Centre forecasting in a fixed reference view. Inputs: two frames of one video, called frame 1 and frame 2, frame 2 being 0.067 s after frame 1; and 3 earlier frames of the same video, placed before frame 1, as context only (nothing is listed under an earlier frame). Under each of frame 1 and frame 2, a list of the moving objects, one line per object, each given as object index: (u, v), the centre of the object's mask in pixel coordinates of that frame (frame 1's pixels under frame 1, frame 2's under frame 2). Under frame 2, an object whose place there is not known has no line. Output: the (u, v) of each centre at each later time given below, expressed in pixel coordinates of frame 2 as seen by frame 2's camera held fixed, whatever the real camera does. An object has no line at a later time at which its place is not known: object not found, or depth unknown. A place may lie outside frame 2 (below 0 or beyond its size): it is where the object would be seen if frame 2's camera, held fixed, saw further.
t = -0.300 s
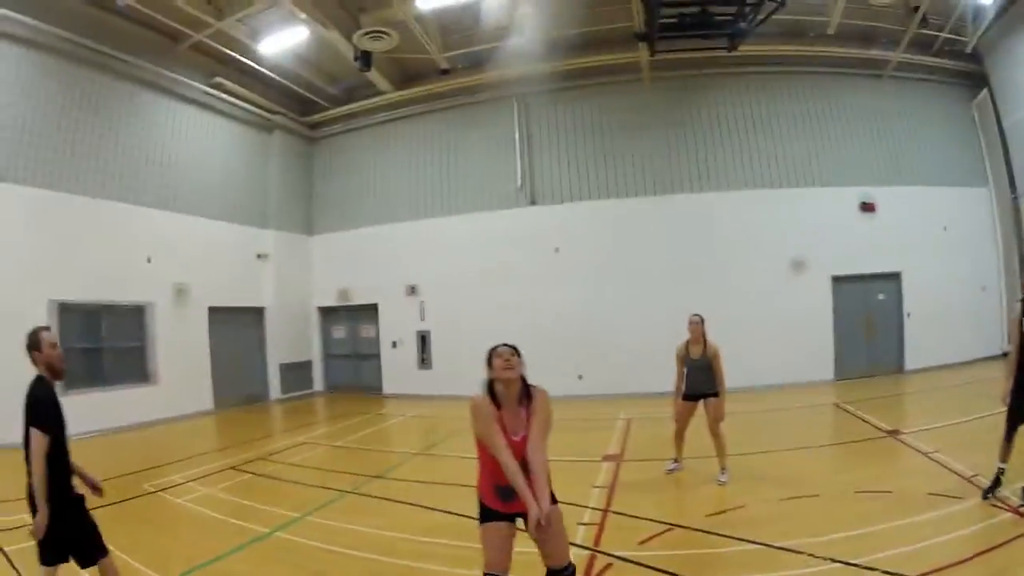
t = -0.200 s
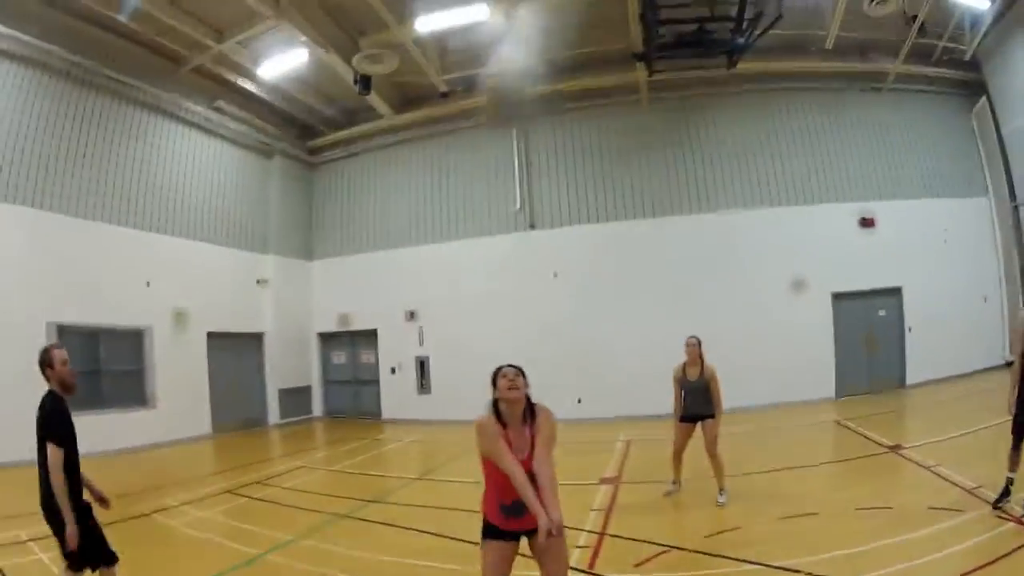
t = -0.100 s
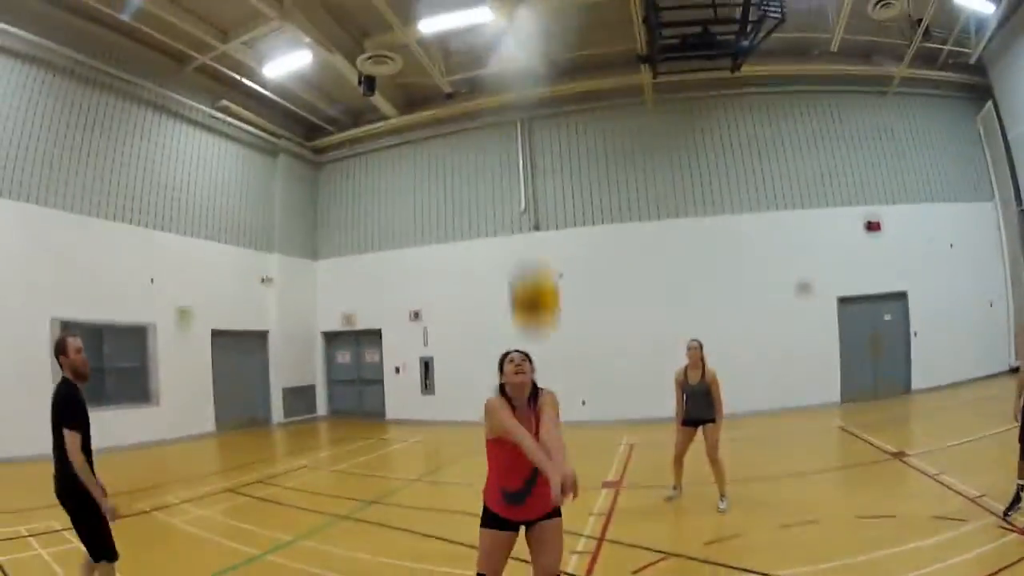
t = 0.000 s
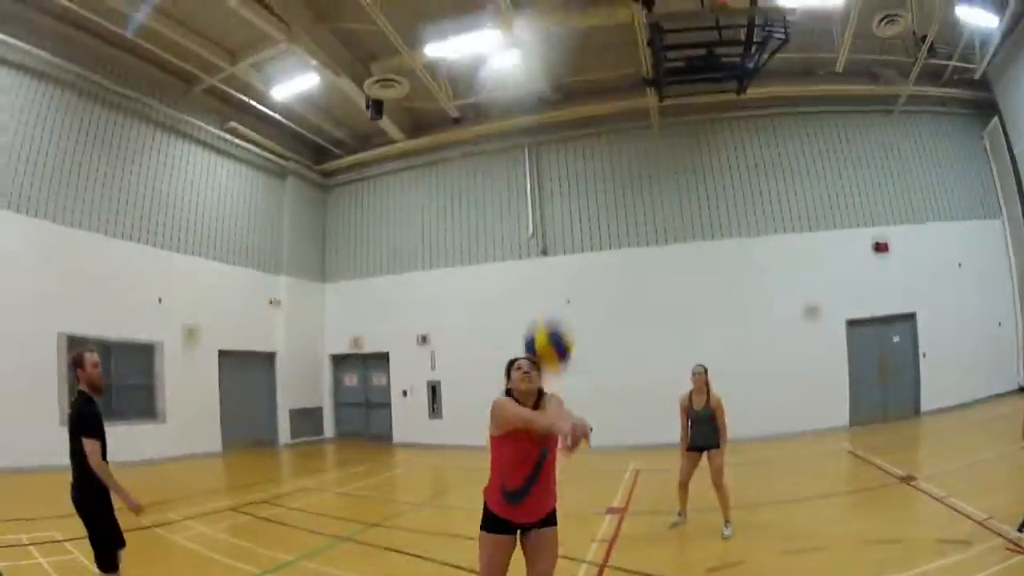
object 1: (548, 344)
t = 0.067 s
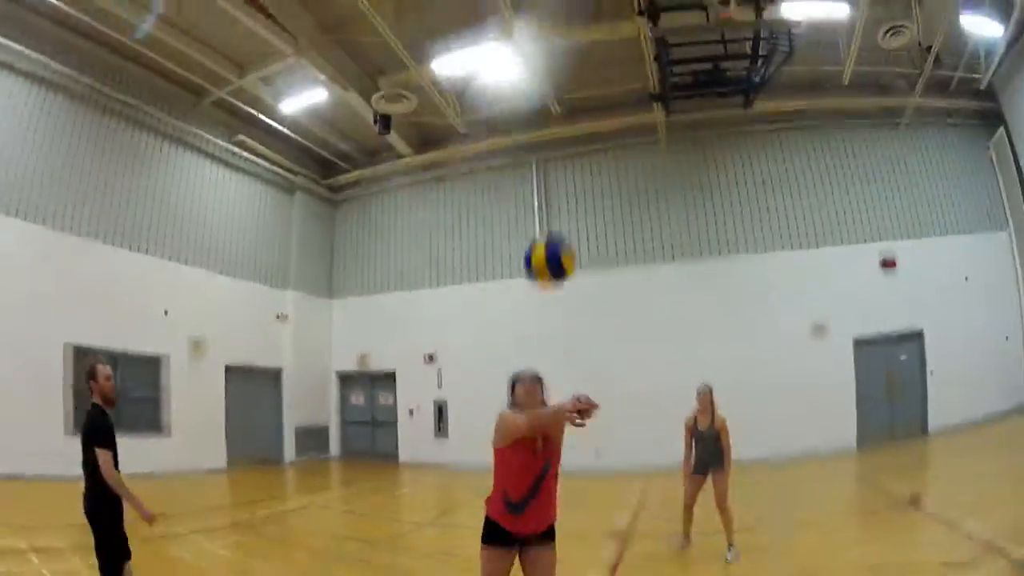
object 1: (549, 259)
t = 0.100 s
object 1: (548, 217)
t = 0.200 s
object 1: (536, 93)
